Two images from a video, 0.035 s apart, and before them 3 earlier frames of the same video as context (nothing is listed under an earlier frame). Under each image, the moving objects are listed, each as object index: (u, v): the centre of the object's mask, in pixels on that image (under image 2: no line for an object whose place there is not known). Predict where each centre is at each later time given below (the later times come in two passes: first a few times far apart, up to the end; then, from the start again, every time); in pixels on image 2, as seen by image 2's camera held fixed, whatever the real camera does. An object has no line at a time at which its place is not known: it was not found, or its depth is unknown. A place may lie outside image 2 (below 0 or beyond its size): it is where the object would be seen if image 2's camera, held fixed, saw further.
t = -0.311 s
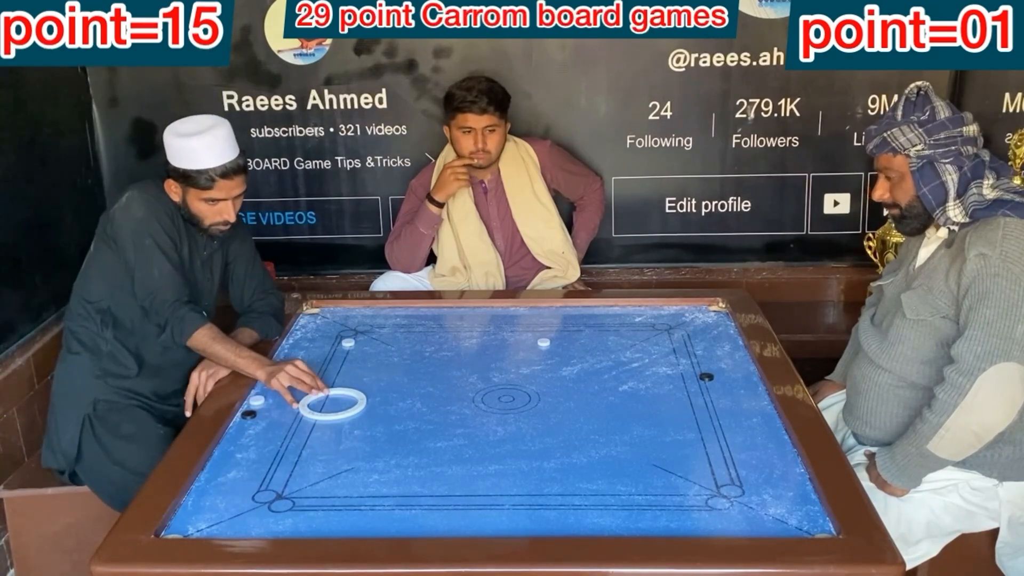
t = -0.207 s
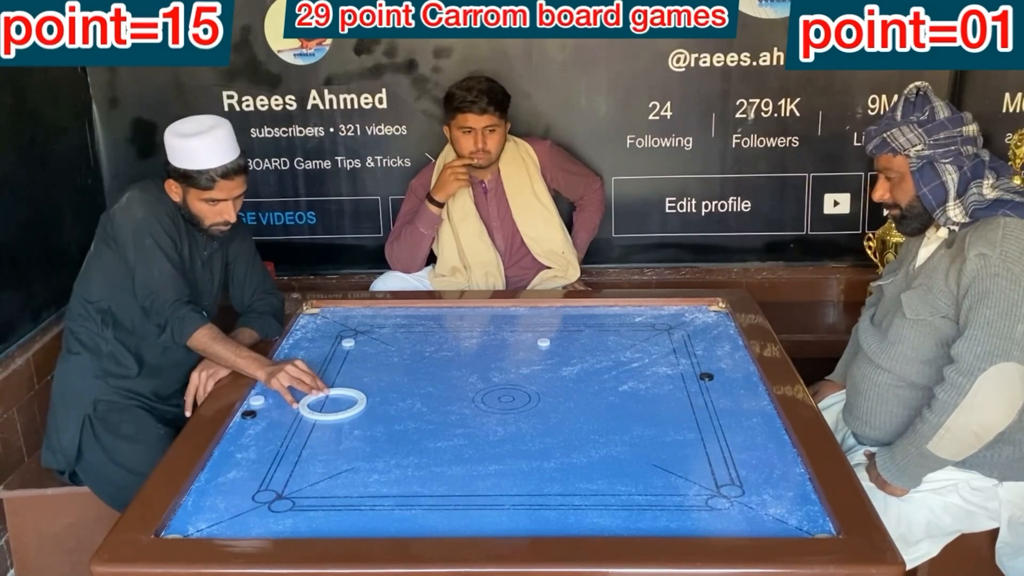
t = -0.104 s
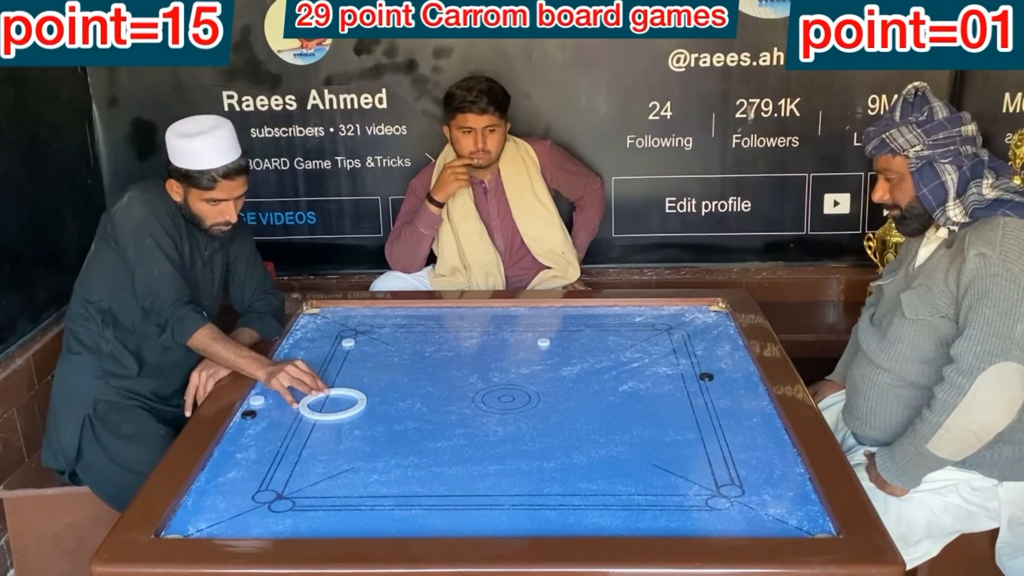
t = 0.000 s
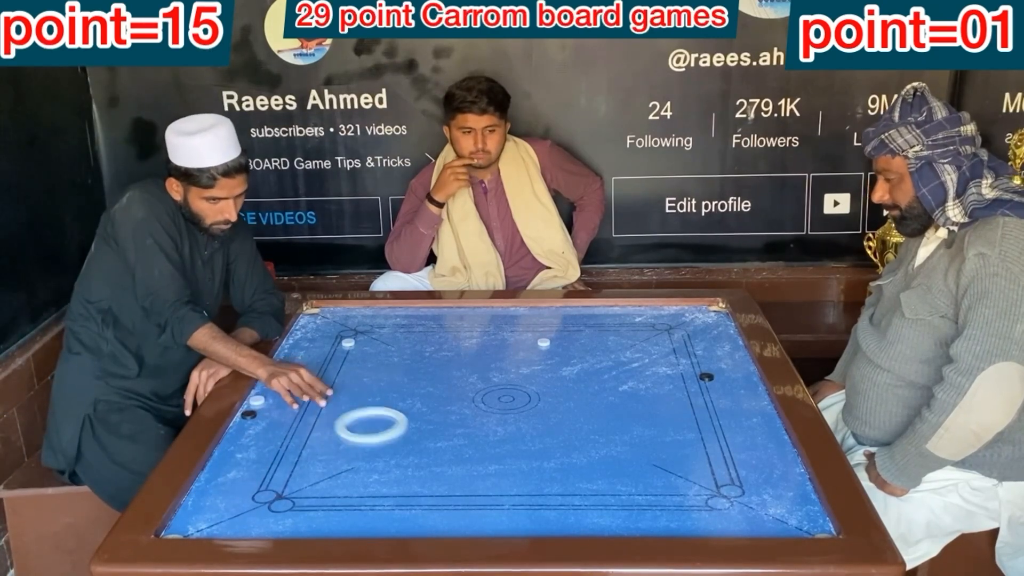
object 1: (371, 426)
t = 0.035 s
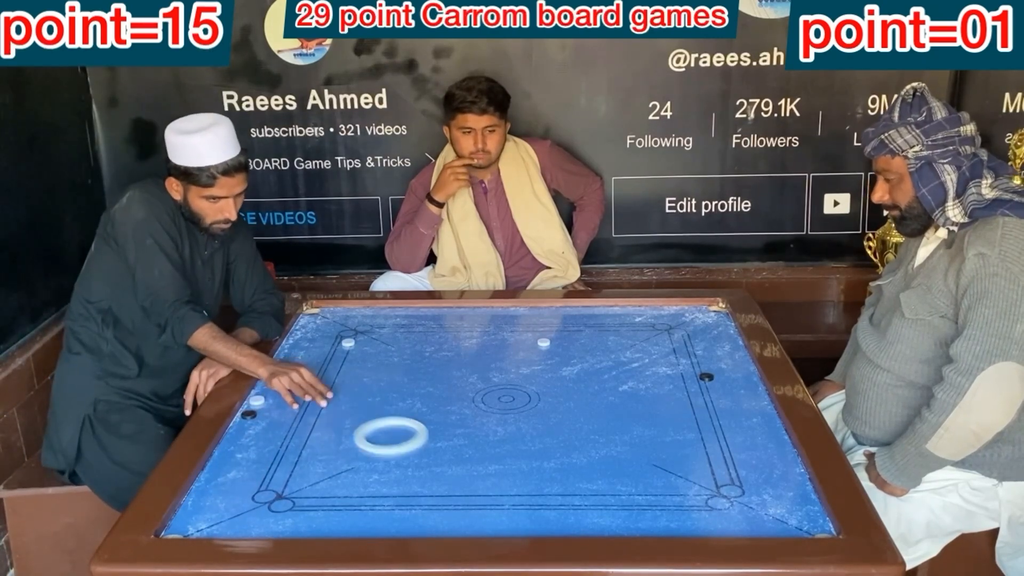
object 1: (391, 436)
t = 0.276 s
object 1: (552, 510)
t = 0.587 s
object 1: (687, 435)
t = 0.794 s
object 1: (718, 393)
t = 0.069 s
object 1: (411, 447)
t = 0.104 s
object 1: (433, 459)
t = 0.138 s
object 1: (455, 471)
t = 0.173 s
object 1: (478, 483)
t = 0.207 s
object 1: (503, 496)
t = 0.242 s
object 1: (528, 510)
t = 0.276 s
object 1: (552, 510)
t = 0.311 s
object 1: (572, 513)
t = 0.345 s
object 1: (588, 502)
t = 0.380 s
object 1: (604, 491)
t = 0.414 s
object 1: (619, 481)
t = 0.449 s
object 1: (634, 471)
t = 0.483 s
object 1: (648, 462)
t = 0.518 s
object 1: (661, 452)
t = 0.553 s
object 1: (674, 443)
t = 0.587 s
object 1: (687, 435)
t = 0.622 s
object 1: (699, 426)
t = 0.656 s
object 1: (711, 418)
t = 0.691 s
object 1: (722, 411)
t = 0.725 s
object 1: (733, 403)
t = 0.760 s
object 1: (731, 397)
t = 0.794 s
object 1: (718, 393)
